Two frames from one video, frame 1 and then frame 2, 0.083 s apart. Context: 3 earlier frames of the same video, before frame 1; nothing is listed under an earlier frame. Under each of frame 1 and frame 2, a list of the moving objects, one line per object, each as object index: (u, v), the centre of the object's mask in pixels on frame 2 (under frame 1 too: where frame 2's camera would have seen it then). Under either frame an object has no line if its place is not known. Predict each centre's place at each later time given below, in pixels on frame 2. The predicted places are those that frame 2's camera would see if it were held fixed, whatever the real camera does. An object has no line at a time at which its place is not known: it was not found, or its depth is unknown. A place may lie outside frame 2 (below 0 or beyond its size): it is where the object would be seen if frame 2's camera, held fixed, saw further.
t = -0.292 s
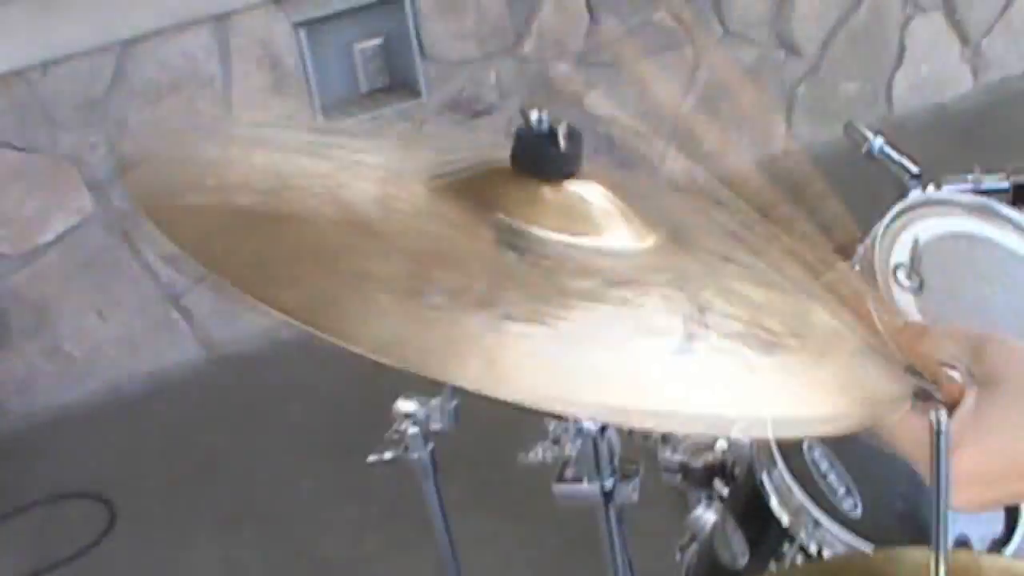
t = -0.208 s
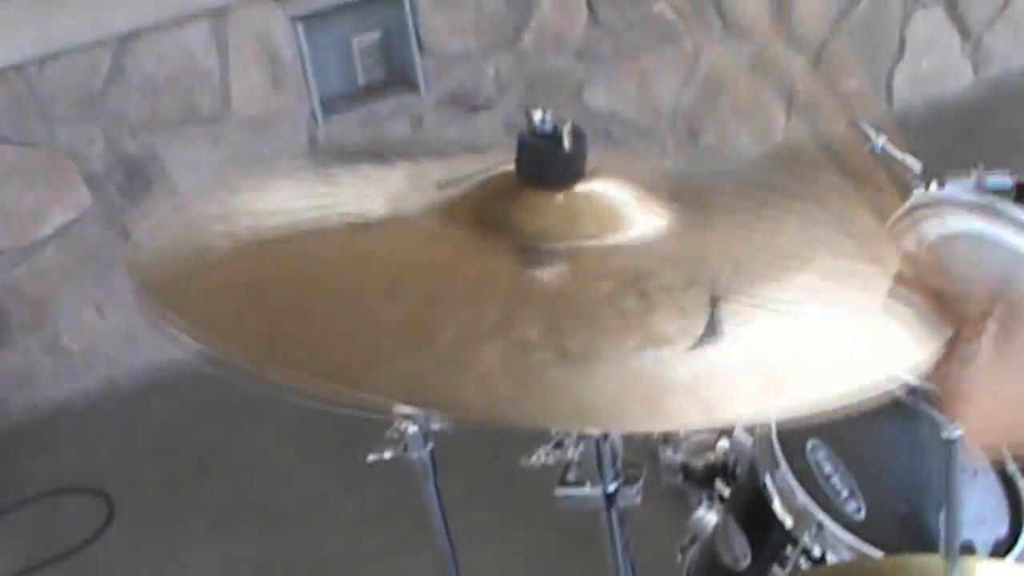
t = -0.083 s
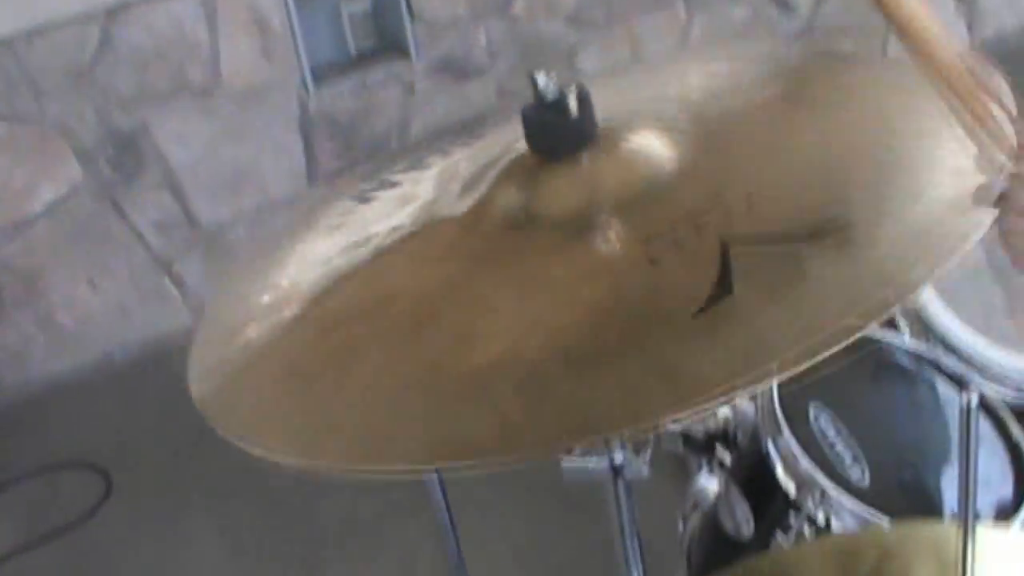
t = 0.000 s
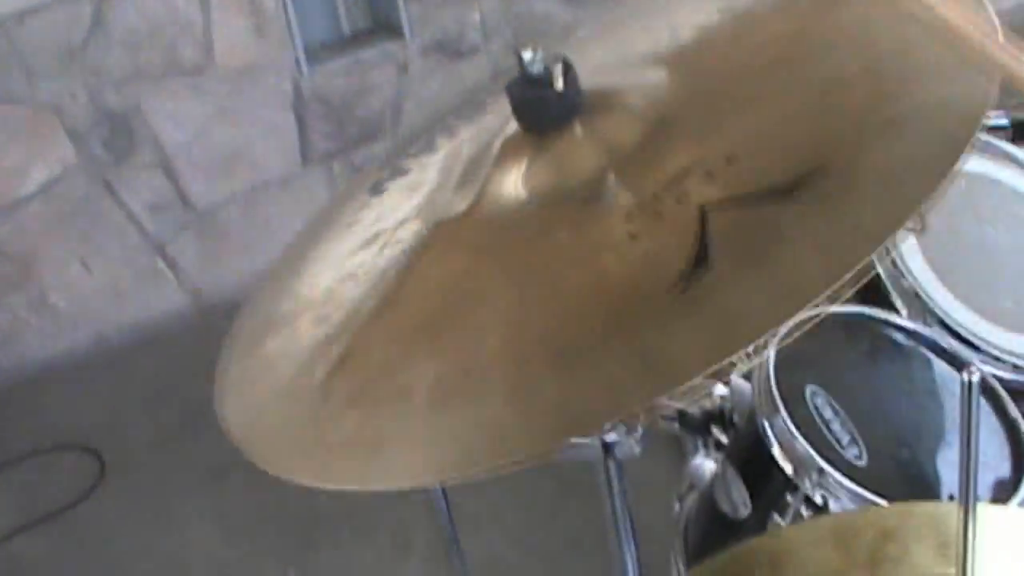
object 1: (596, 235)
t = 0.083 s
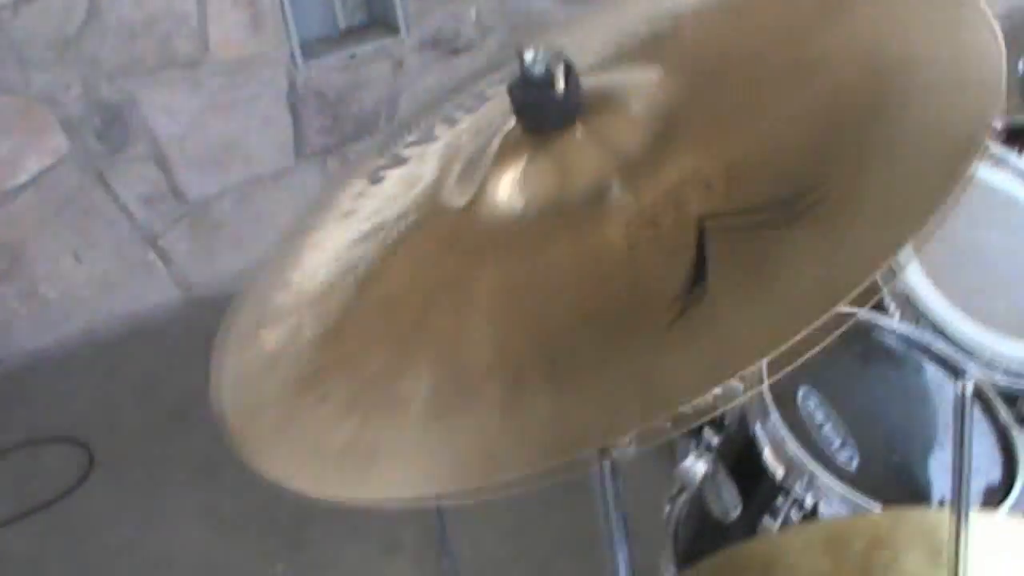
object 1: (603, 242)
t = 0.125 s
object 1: (603, 247)
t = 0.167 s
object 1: (592, 245)
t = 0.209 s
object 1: (586, 246)
